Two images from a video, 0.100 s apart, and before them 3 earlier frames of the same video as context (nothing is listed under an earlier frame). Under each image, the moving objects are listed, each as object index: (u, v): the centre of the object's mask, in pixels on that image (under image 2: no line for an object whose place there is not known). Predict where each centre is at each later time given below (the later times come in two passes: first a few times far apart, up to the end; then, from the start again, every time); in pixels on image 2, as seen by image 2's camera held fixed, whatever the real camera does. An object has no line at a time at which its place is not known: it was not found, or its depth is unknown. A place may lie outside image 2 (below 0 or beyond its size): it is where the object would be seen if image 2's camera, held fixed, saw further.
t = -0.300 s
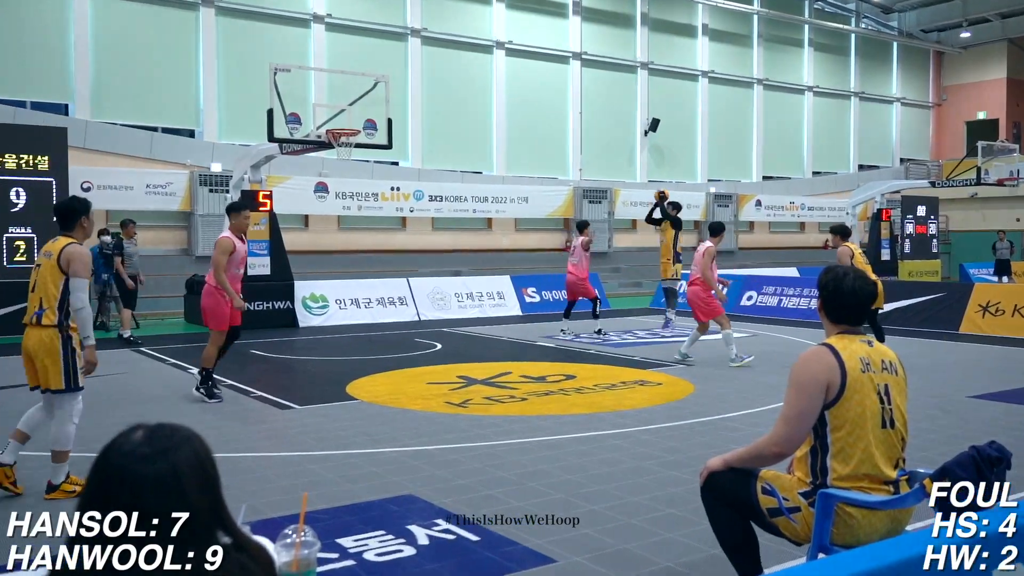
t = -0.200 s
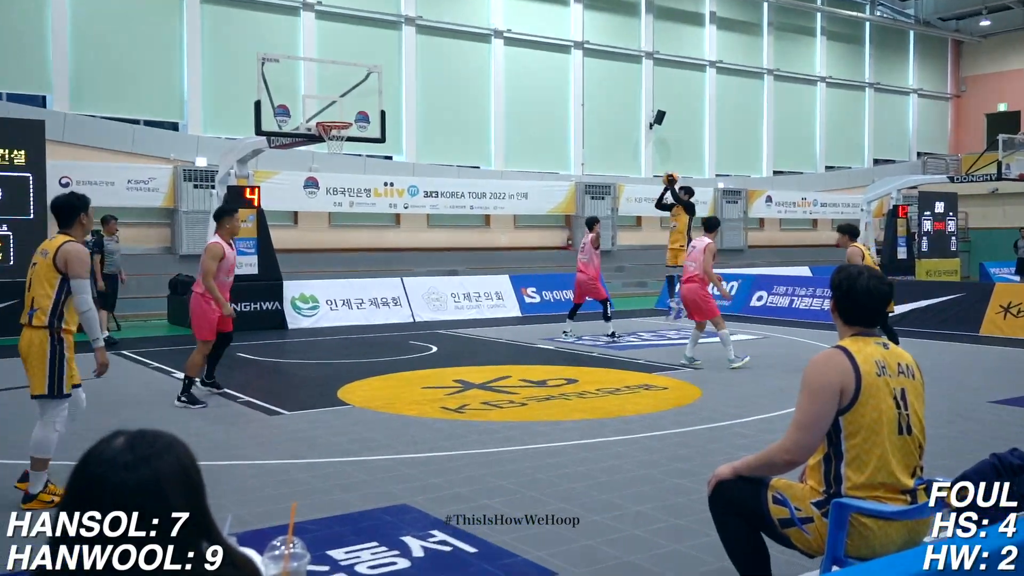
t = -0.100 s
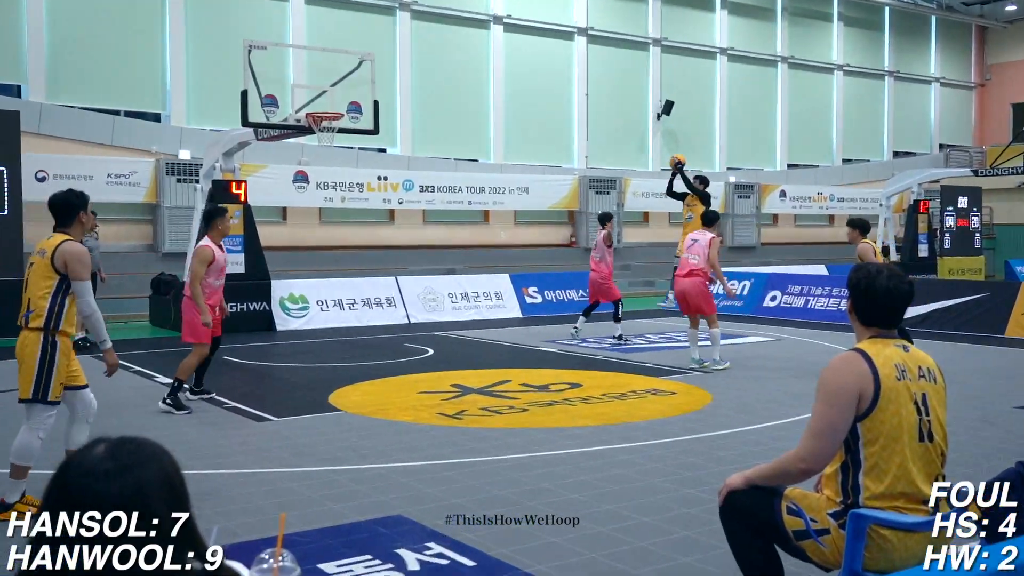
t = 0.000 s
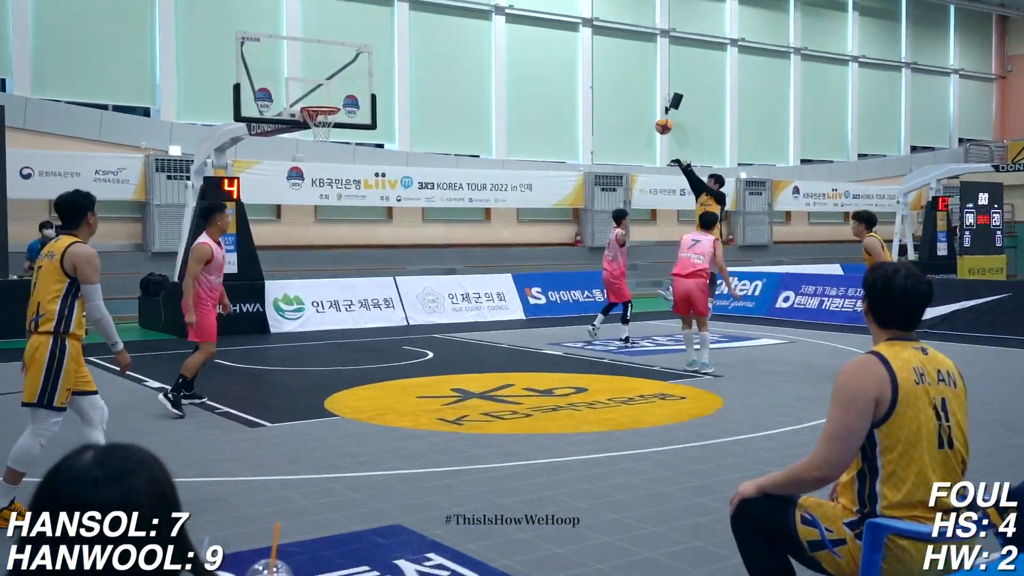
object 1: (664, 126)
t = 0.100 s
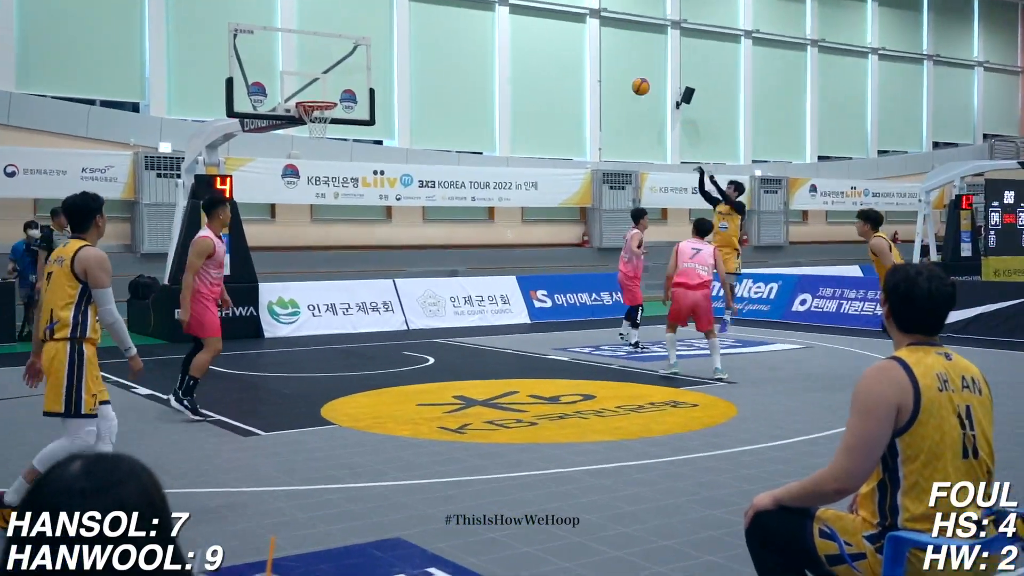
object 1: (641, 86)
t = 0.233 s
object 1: (598, 46)
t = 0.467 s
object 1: (512, 13)
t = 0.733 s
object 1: (410, 30)
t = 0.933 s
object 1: (331, 81)
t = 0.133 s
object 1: (630, 76)
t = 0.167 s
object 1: (619, 66)
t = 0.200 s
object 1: (608, 56)
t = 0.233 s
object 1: (598, 46)
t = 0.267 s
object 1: (586, 39)
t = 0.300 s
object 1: (574, 32)
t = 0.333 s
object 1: (562, 27)
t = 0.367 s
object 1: (550, 22)
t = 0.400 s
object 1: (537, 18)
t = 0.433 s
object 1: (525, 15)
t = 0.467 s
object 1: (512, 13)
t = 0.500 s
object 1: (501, 11)
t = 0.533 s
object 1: (487, 11)
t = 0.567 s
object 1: (475, 12)
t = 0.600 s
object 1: (462, 14)
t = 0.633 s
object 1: (450, 17)
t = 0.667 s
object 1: (437, 20)
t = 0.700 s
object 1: (423, 24)
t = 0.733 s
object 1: (410, 30)
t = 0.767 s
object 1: (398, 36)
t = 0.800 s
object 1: (384, 43)
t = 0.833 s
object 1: (371, 51)
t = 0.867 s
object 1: (358, 60)
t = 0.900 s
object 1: (344, 71)
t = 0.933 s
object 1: (331, 81)
